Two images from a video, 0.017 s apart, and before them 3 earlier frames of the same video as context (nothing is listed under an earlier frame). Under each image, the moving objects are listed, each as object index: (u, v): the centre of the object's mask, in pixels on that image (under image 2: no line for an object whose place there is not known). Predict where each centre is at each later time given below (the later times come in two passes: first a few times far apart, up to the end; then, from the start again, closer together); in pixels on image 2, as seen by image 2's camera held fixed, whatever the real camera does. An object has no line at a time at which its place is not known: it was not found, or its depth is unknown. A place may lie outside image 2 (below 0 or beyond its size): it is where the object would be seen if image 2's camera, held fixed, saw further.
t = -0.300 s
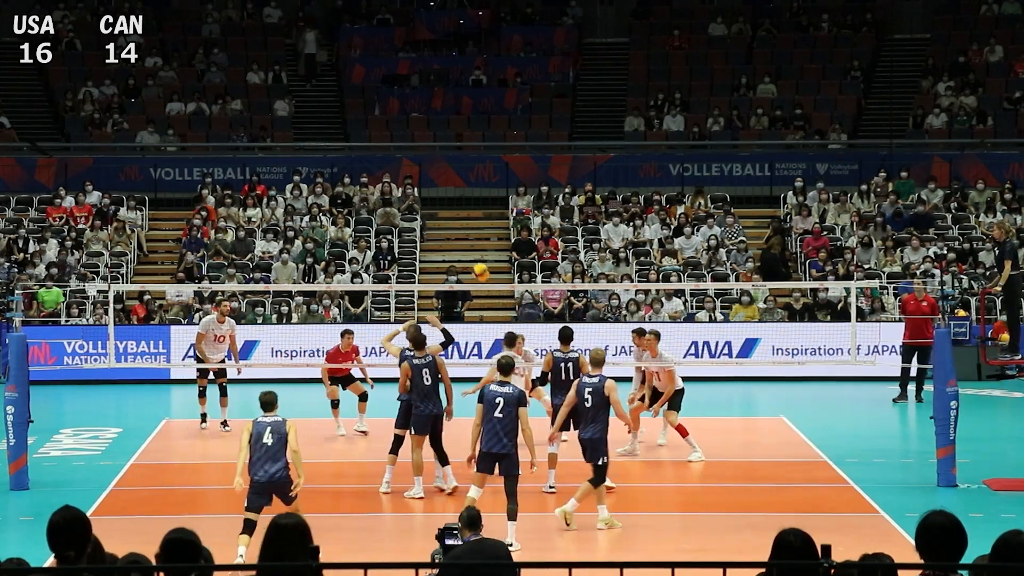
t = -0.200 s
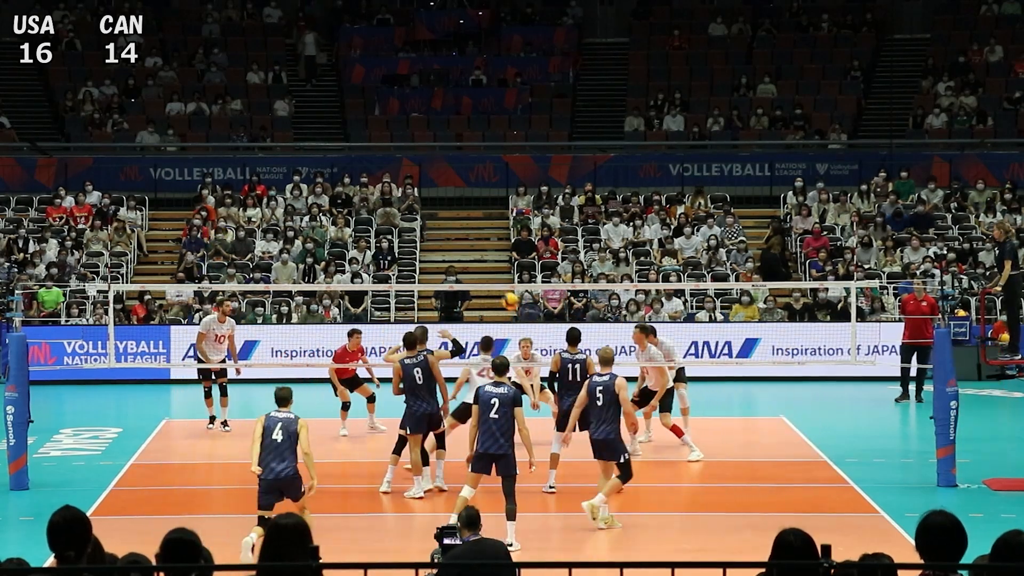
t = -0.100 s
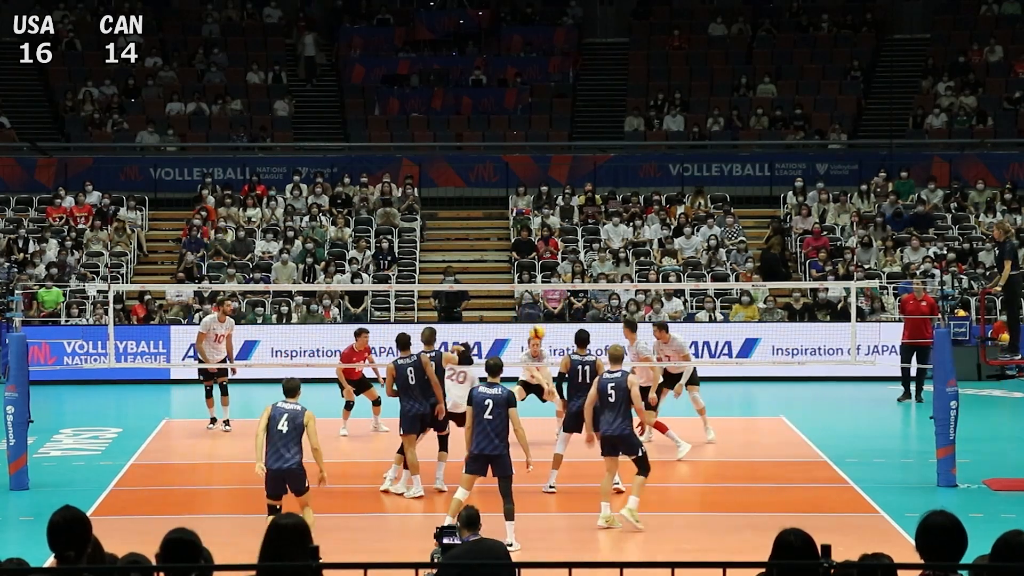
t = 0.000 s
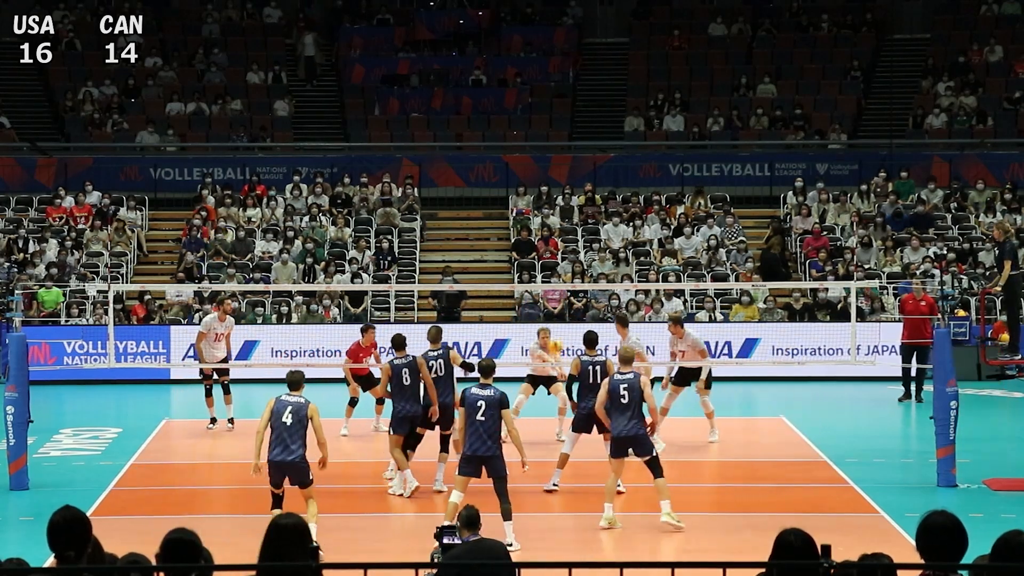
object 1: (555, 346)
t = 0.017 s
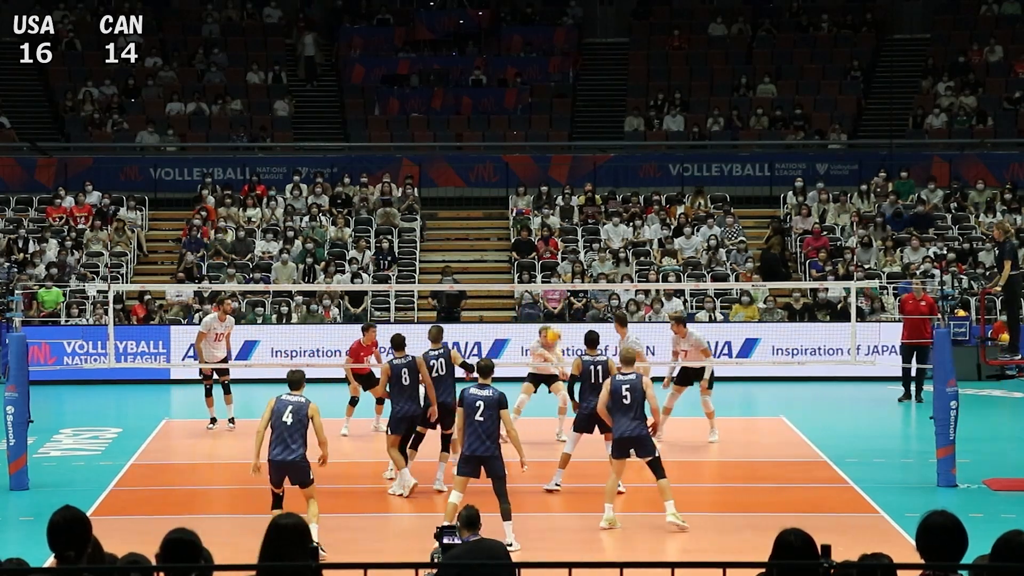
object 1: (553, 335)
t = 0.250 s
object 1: (535, 200)
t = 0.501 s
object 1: (516, 100)
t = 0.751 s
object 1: (495, 43)
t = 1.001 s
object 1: (475, 33)
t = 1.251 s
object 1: (454, 68)
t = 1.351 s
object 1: (445, 96)
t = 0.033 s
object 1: (552, 323)
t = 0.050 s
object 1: (551, 314)
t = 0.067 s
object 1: (549, 304)
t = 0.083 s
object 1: (548, 295)
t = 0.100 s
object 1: (547, 278)
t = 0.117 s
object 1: (546, 272)
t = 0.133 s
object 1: (545, 263)
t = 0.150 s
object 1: (544, 253)
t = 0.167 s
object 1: (542, 244)
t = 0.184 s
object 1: (541, 235)
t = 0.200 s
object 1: (540, 226)
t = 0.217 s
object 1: (538, 217)
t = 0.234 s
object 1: (537, 208)
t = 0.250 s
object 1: (535, 200)
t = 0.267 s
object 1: (535, 193)
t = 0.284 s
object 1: (533, 184)
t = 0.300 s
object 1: (532, 177)
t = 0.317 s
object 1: (531, 169)
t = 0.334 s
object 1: (529, 162)
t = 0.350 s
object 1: (528, 155)
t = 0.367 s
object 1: (527, 148)
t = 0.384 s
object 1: (525, 141)
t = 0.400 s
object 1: (524, 135)
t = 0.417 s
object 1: (523, 129)
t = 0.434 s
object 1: (521, 122)
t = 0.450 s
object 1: (520, 116)
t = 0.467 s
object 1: (519, 110)
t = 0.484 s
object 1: (517, 105)
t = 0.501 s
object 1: (516, 100)
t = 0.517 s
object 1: (515, 94)
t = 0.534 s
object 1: (513, 89)
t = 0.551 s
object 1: (512, 85)
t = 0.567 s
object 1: (511, 80)
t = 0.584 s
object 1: (509, 76)
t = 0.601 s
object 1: (508, 72)
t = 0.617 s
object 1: (506, 68)
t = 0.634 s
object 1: (505, 64)
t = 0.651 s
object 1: (504, 60)
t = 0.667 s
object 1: (502, 57)
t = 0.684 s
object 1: (501, 54)
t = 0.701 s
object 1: (499, 51)
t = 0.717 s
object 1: (498, 48)
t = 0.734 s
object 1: (497, 46)
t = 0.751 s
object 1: (495, 43)
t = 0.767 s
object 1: (494, 41)
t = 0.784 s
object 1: (492, 39)
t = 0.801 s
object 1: (491, 37)
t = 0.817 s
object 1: (490, 36)
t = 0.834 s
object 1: (489, 35)
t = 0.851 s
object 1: (487, 34)
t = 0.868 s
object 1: (486, 33)
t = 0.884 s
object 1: (484, 32)
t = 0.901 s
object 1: (483, 31)
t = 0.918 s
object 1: (481, 31)
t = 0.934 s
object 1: (480, 31)
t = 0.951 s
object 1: (479, 31)
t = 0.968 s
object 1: (478, 31)
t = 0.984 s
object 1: (476, 32)
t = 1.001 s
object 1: (475, 33)
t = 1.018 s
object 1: (473, 34)
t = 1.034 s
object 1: (472, 35)
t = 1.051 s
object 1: (470, 36)
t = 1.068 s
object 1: (469, 37)
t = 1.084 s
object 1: (468, 39)
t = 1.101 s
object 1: (466, 41)
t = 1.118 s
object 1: (465, 43)
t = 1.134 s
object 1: (464, 46)
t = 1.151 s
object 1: (463, 48)
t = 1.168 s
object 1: (461, 52)
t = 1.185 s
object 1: (460, 54)
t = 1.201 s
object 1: (458, 58)
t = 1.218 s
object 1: (457, 61)
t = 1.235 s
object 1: (455, 65)
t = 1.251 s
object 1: (454, 68)
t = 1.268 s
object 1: (453, 72)
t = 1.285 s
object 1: (451, 76)
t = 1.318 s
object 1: (448, 86)
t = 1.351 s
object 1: (445, 96)
